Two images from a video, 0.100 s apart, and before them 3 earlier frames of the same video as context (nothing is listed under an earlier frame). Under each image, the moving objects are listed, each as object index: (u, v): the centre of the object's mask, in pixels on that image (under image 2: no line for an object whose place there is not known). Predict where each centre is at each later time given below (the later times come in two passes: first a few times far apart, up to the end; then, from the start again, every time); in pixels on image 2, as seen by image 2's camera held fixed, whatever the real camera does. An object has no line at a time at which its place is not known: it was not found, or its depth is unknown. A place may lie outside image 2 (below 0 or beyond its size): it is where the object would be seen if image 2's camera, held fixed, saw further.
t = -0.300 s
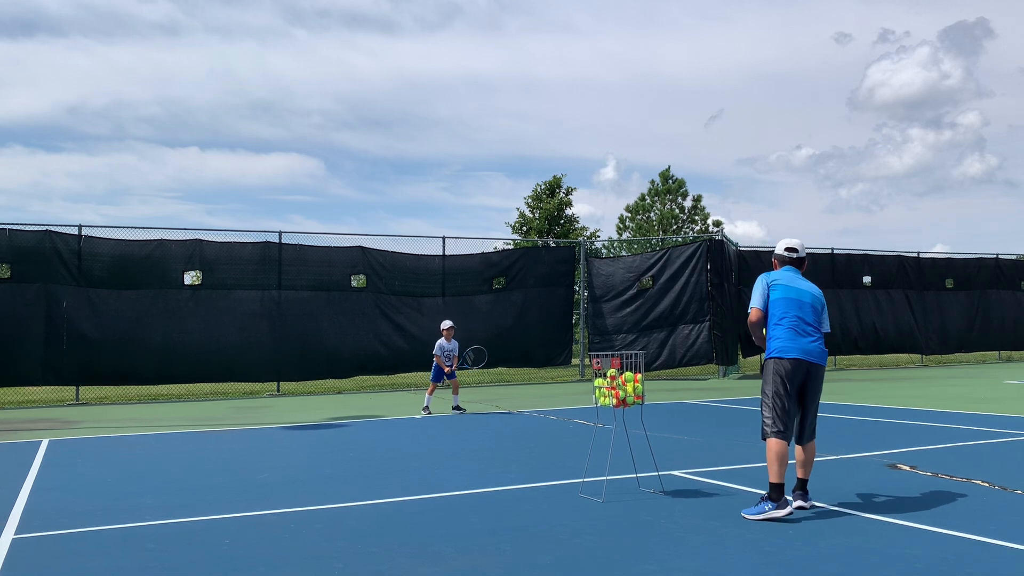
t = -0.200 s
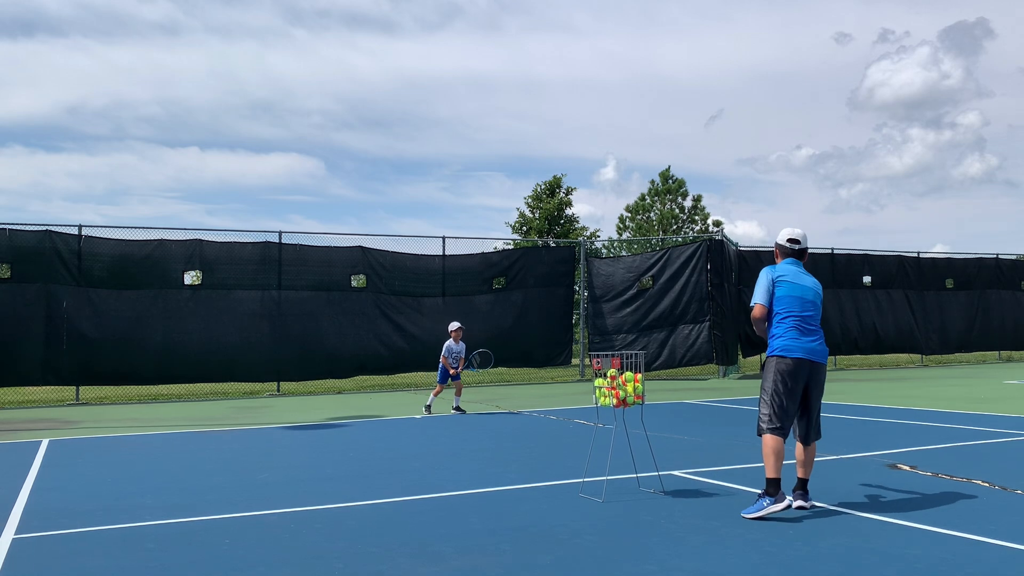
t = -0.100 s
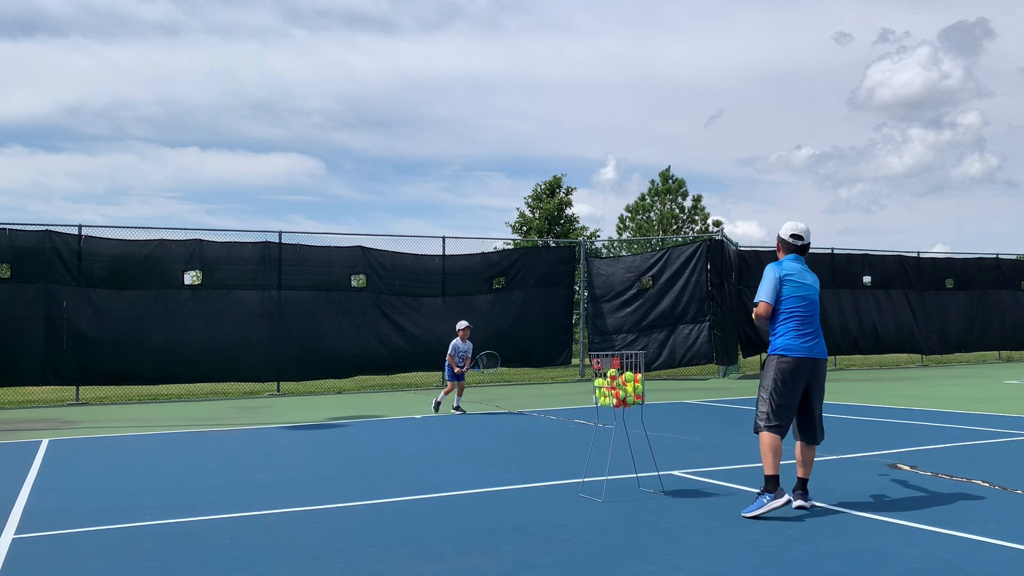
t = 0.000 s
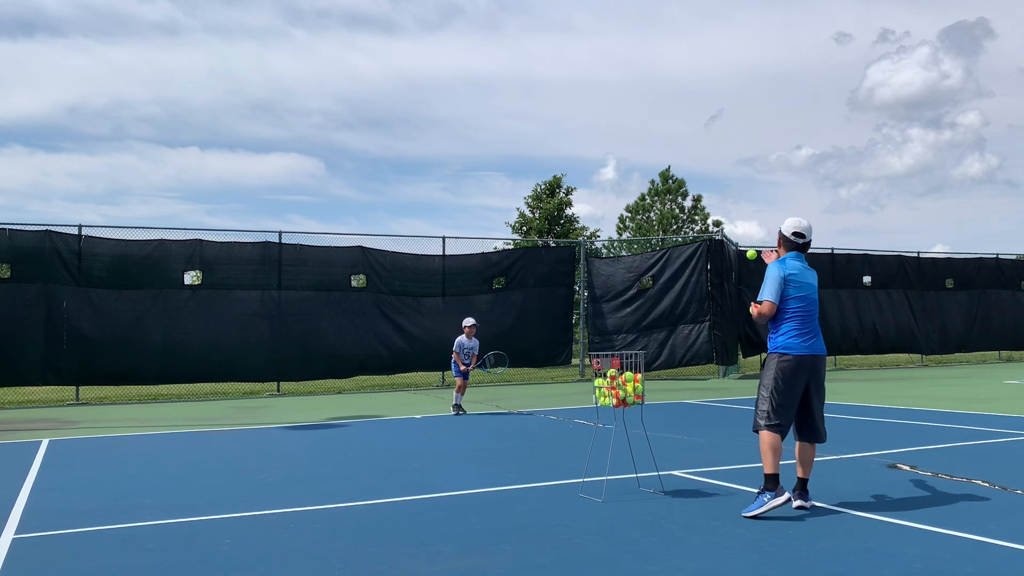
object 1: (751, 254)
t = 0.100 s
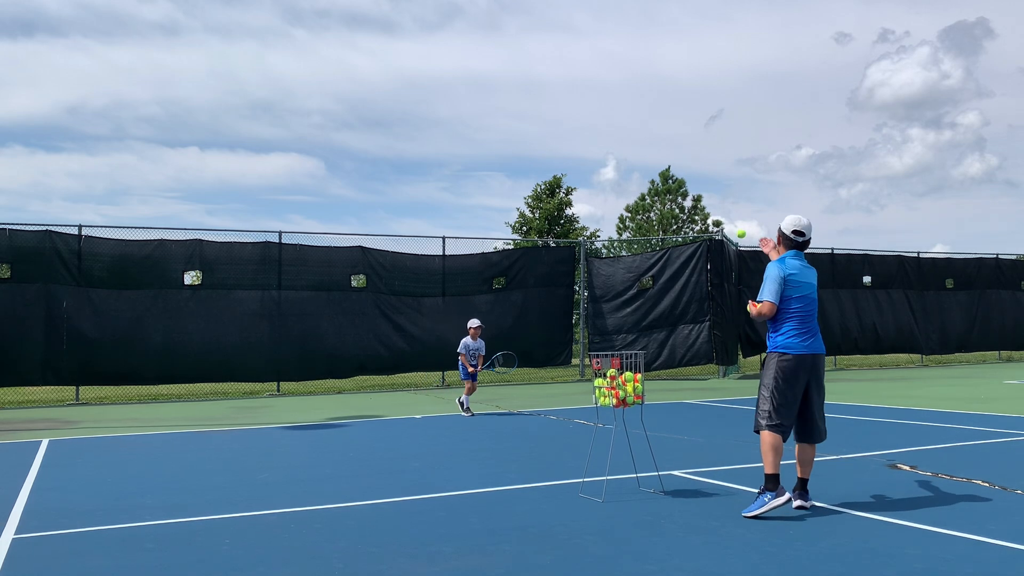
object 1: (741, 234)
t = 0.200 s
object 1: (732, 228)
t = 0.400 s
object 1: (717, 252)
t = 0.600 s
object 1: (707, 314)
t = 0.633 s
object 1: (705, 327)
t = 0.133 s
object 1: (738, 230)
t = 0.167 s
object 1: (735, 228)
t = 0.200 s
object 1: (732, 228)
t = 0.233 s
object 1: (729, 229)
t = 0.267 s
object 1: (727, 231)
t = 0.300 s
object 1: (724, 234)
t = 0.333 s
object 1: (722, 239)
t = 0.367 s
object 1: (720, 245)
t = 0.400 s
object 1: (717, 252)
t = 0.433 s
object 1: (715, 259)
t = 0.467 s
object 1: (713, 268)
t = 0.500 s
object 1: (712, 278)
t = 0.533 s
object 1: (710, 289)
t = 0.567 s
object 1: (708, 301)
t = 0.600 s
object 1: (707, 314)
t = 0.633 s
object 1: (705, 327)
